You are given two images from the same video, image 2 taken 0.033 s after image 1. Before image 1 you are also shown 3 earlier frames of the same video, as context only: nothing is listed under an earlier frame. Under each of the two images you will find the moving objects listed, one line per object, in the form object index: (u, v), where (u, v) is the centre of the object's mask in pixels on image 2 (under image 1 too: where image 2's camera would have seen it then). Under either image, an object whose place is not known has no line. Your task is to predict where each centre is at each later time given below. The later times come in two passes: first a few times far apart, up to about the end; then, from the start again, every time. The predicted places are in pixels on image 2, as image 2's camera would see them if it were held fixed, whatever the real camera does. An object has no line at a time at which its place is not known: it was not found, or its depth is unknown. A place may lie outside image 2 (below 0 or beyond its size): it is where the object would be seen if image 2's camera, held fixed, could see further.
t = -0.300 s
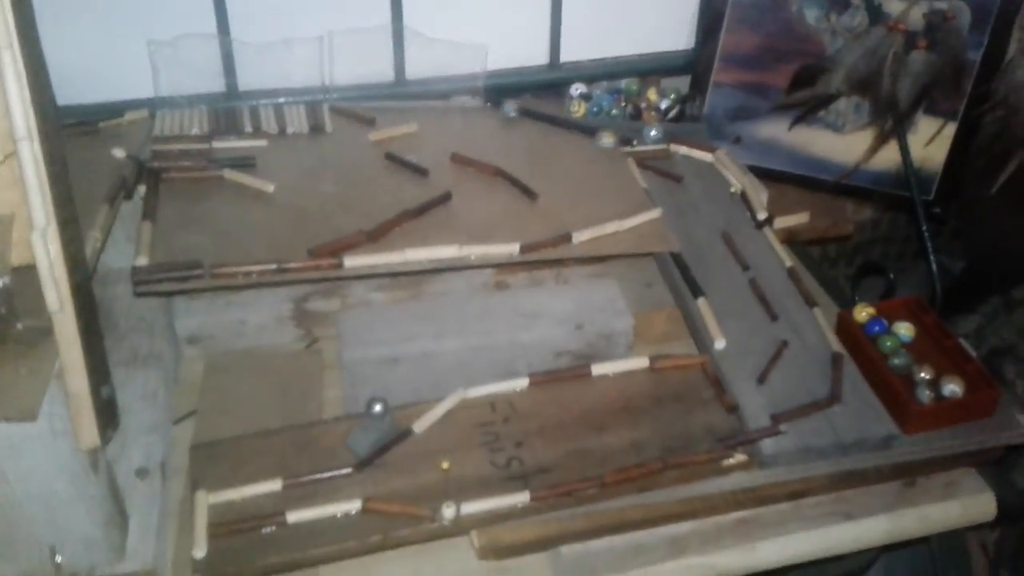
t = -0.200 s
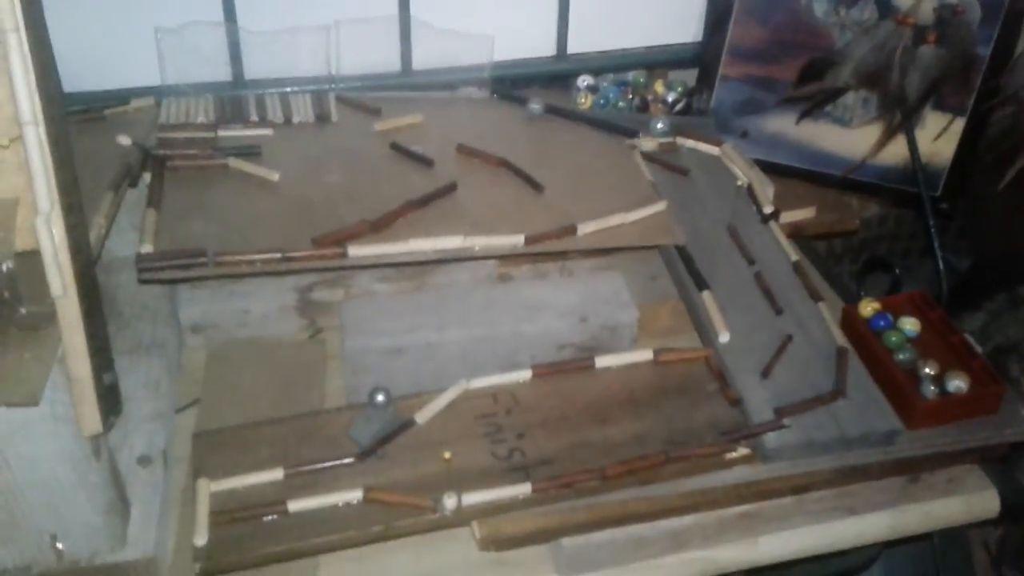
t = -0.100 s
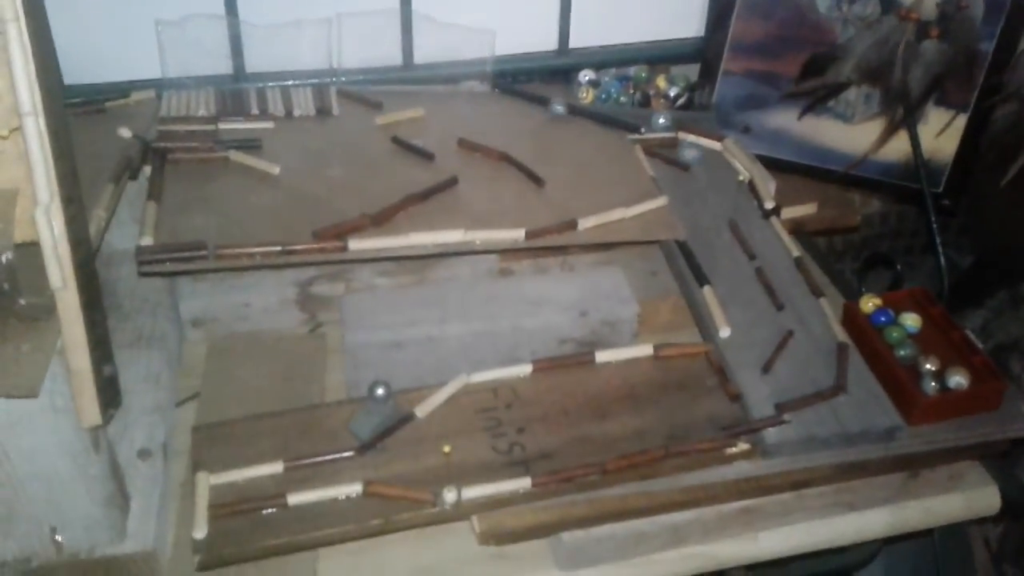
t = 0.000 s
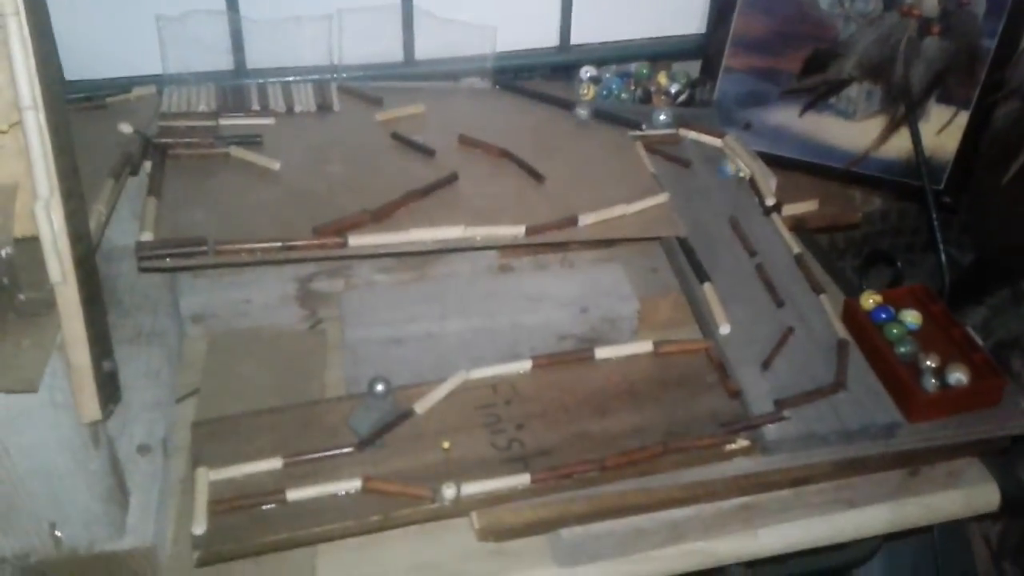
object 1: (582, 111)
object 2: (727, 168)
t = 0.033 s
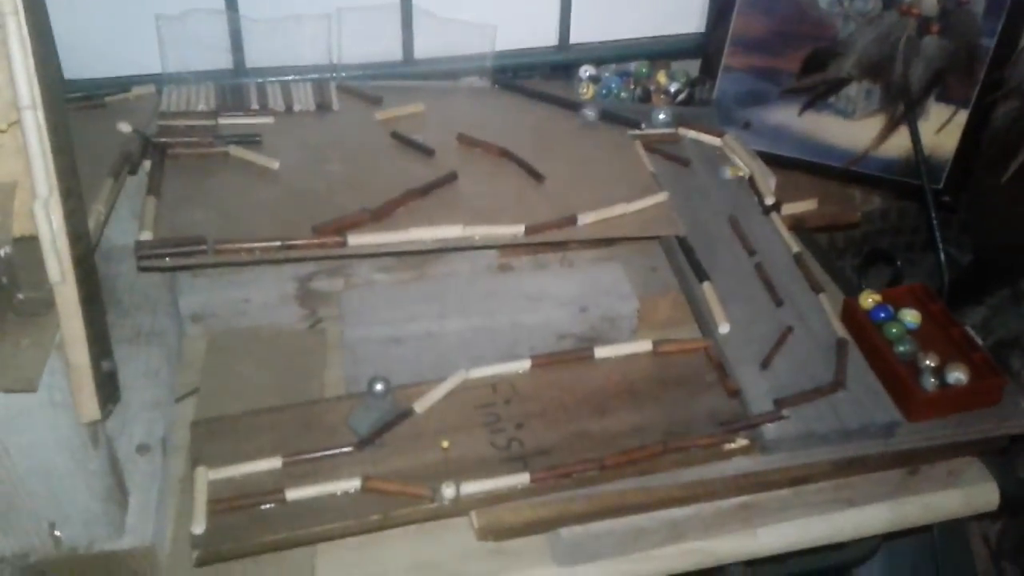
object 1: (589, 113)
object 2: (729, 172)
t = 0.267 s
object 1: (665, 140)
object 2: (734, 197)
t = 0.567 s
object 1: (715, 188)
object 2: (743, 207)
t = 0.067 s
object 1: (600, 116)
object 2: (729, 178)
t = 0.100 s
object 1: (608, 119)
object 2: (730, 186)
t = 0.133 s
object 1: (618, 123)
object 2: (732, 196)
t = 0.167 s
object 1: (630, 126)
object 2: (732, 203)
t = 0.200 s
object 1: (638, 130)
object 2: (733, 201)
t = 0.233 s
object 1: (651, 134)
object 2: (734, 198)
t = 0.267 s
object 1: (665, 140)
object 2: (734, 197)
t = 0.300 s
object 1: (677, 144)
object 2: (735, 196)
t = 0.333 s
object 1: (695, 147)
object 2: (736, 196)
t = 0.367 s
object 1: (712, 150)
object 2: (737, 197)
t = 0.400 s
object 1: (719, 155)
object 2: (738, 198)
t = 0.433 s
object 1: (718, 161)
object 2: (738, 199)
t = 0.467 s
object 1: (717, 168)
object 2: (738, 203)
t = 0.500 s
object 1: (715, 174)
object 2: (739, 206)
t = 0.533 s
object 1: (714, 182)
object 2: (742, 206)
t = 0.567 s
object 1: (715, 188)
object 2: (743, 207)
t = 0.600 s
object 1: (714, 196)
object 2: (745, 208)
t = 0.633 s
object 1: (716, 205)
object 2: (746, 210)
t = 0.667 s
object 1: (716, 214)
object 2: (747, 211)
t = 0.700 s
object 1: (718, 223)
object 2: (748, 215)
